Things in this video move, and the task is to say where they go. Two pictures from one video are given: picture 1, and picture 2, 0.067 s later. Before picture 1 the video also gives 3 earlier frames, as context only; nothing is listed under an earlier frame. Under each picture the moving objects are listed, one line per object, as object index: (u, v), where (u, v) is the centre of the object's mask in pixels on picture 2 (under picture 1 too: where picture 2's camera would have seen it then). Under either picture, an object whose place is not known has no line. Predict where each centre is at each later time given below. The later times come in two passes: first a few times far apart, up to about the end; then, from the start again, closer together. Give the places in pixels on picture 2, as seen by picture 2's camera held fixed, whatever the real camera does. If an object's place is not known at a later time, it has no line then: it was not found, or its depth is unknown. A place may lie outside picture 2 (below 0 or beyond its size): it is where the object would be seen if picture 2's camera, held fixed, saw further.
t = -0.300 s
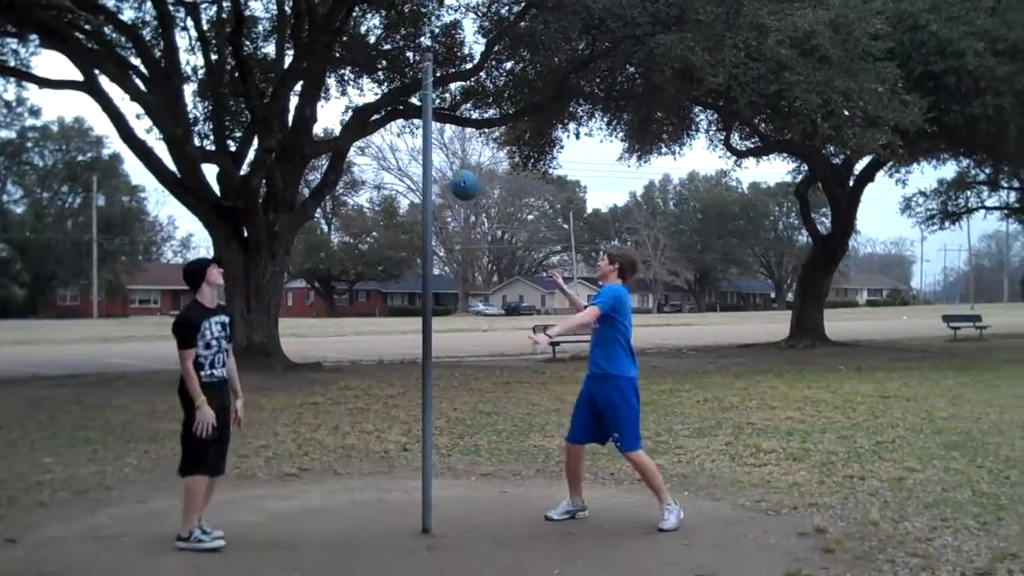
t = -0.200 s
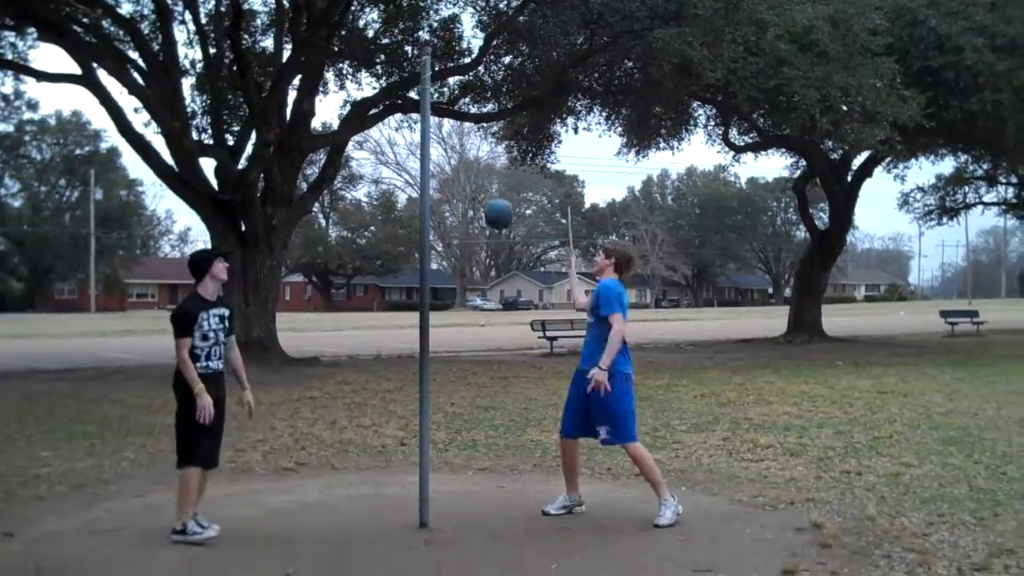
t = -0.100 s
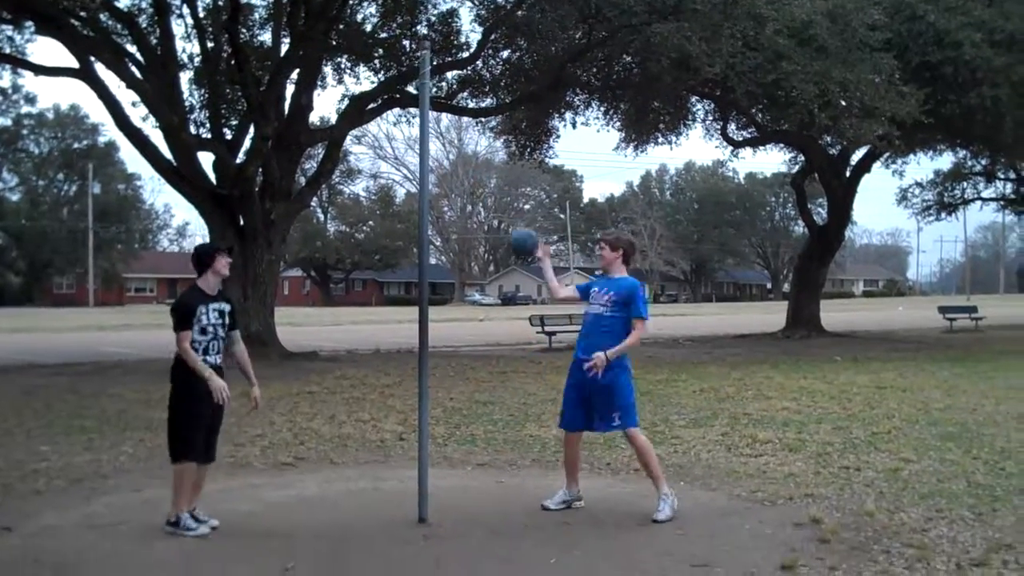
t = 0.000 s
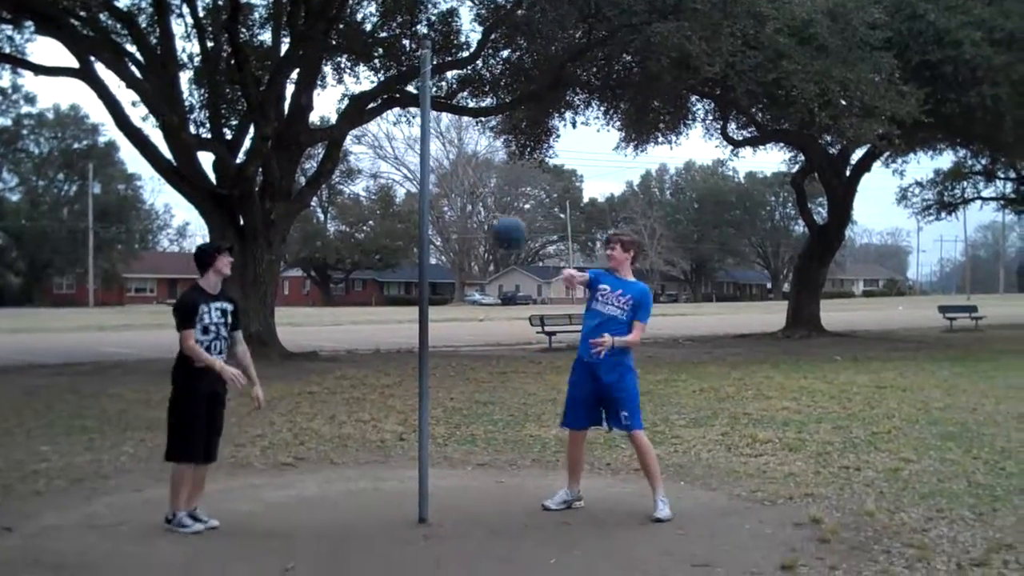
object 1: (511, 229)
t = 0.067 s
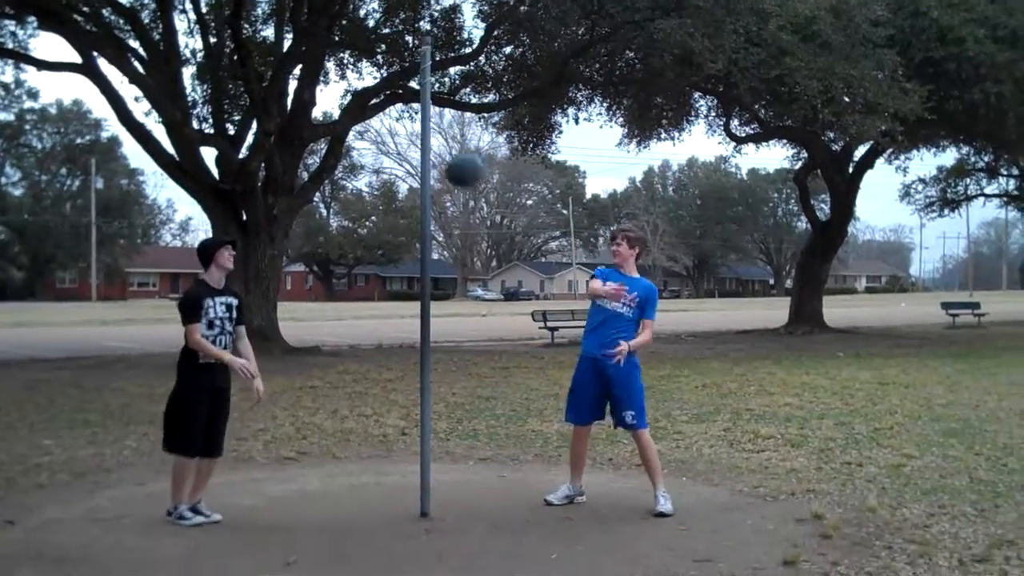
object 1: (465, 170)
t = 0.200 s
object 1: (343, 21)
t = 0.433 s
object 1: (345, 10)
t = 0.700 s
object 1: (504, 209)
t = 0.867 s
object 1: (450, 139)
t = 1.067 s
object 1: (328, -6)
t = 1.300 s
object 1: (399, 83)
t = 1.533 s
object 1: (483, 172)
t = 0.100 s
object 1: (433, 129)
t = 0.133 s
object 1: (401, 87)
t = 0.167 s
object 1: (370, 48)
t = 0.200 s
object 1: (343, 21)
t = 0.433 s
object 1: (345, 10)
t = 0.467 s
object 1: (355, 23)
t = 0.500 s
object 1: (379, 52)
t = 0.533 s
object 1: (403, 84)
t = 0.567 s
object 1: (430, 115)
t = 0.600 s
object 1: (451, 146)
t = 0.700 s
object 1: (504, 209)
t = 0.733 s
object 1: (506, 212)
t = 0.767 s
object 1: (504, 210)
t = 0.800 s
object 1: (493, 195)
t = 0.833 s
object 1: (474, 169)
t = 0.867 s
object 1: (450, 139)
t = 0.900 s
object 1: (423, 103)
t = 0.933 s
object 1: (398, 70)
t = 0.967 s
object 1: (376, 41)
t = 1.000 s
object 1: (356, 15)
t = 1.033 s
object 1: (340, -2)
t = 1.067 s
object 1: (328, -6)
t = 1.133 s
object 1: (330, -9)
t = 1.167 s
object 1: (334, -3)
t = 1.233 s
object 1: (360, 29)
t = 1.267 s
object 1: (379, 54)
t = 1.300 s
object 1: (399, 83)
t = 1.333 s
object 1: (414, 104)
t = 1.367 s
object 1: (443, 132)
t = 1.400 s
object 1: (459, 156)
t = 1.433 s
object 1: (476, 173)
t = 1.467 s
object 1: (485, 183)
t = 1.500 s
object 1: (487, 182)
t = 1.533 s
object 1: (483, 172)
